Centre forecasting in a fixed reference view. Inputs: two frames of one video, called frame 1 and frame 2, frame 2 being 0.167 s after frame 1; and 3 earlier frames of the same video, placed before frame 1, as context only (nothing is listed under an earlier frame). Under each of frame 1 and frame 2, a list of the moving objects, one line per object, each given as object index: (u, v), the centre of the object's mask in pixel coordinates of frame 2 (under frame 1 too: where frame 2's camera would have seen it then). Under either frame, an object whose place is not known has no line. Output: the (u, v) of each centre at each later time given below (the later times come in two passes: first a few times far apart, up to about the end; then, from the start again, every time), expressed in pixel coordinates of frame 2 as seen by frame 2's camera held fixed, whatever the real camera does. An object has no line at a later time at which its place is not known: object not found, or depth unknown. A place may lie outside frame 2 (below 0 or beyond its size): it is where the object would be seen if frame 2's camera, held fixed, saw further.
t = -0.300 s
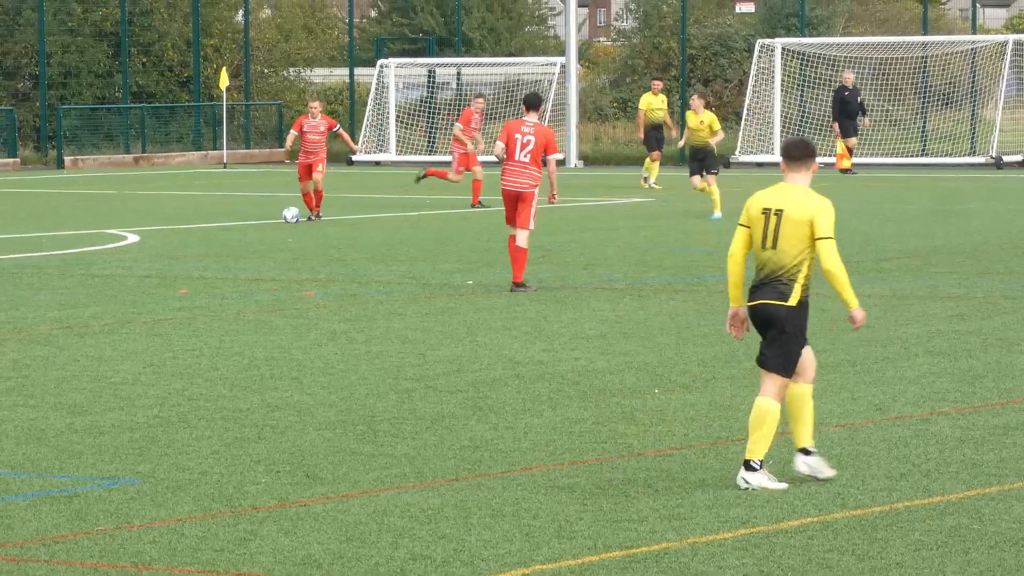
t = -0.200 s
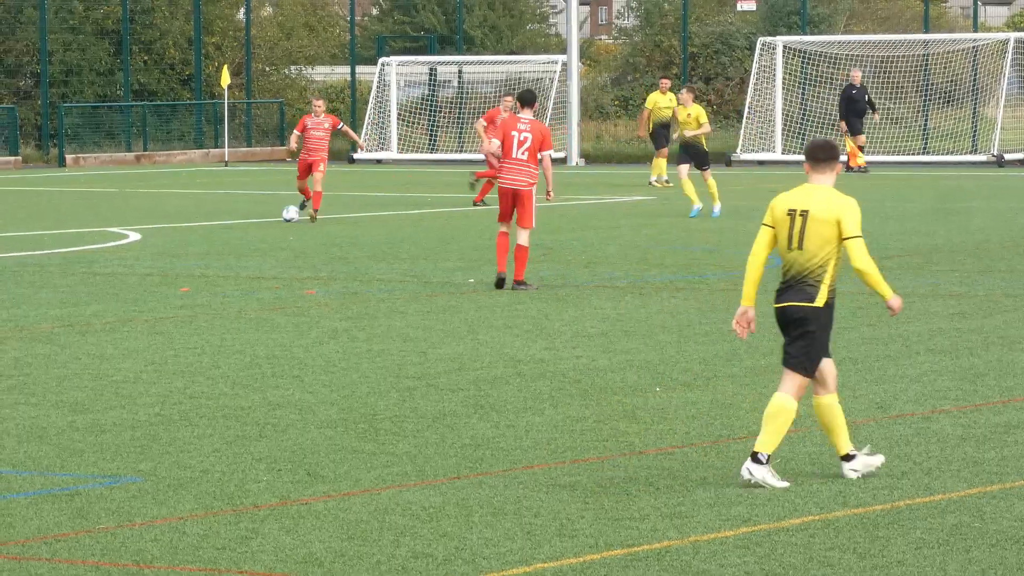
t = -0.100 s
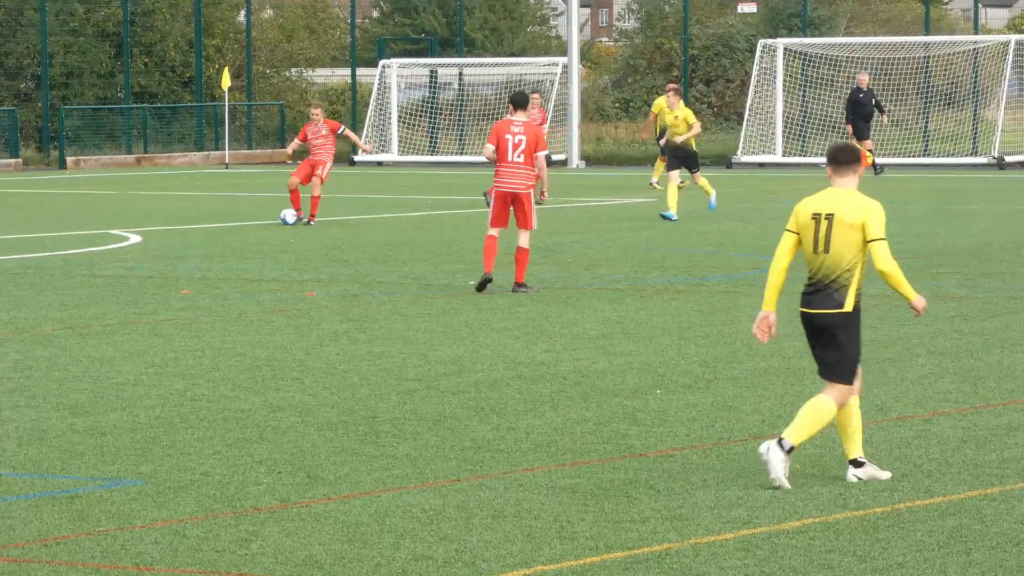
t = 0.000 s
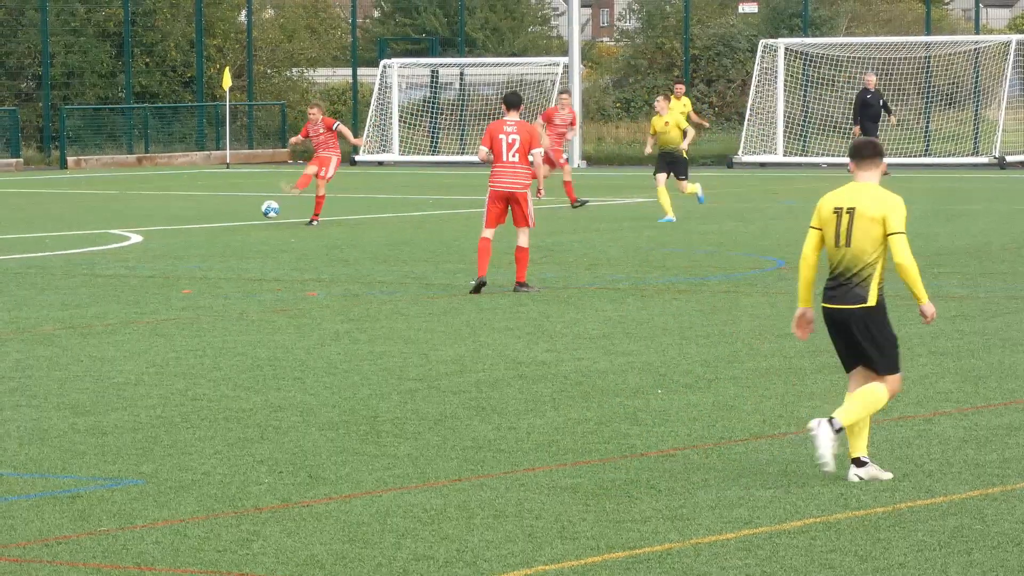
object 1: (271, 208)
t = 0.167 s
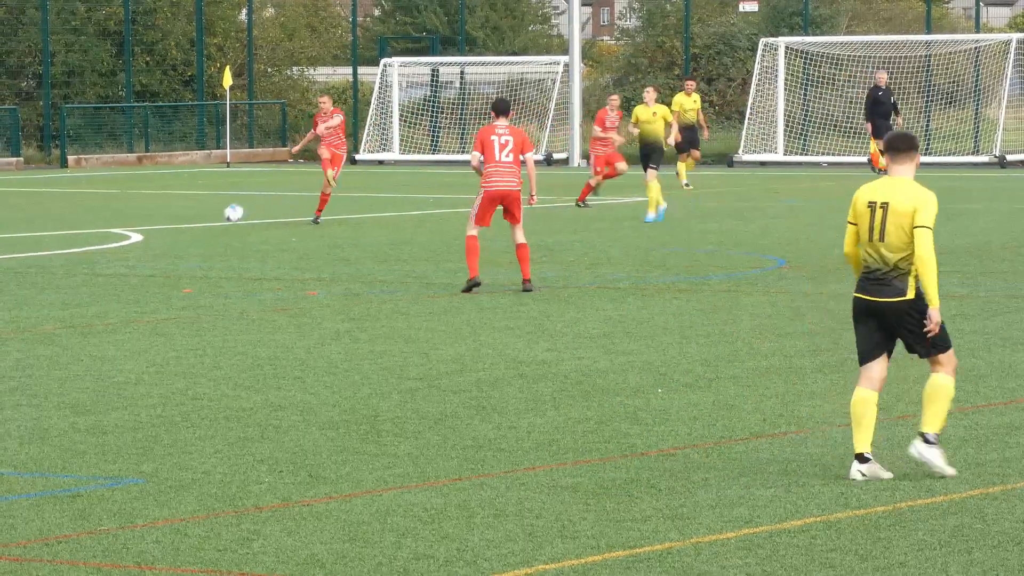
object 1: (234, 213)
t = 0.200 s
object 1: (227, 218)
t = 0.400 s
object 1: (190, 229)
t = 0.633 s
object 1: (152, 256)
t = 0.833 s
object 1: (126, 256)
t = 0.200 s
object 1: (227, 218)
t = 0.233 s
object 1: (220, 224)
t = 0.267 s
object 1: (213, 232)
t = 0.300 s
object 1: (207, 238)
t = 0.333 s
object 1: (201, 235)
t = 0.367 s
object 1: (195, 231)
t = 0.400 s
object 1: (190, 229)
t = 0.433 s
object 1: (184, 229)
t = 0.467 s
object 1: (179, 230)
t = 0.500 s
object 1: (174, 233)
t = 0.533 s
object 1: (168, 236)
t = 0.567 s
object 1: (162, 241)
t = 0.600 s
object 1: (158, 247)
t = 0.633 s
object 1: (152, 256)
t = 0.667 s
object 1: (148, 260)
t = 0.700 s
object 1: (143, 256)
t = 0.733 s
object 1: (138, 252)
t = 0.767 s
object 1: (134, 252)
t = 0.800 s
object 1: (130, 253)
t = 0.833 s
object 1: (126, 256)
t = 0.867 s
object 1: (122, 259)
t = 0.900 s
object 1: (118, 264)
